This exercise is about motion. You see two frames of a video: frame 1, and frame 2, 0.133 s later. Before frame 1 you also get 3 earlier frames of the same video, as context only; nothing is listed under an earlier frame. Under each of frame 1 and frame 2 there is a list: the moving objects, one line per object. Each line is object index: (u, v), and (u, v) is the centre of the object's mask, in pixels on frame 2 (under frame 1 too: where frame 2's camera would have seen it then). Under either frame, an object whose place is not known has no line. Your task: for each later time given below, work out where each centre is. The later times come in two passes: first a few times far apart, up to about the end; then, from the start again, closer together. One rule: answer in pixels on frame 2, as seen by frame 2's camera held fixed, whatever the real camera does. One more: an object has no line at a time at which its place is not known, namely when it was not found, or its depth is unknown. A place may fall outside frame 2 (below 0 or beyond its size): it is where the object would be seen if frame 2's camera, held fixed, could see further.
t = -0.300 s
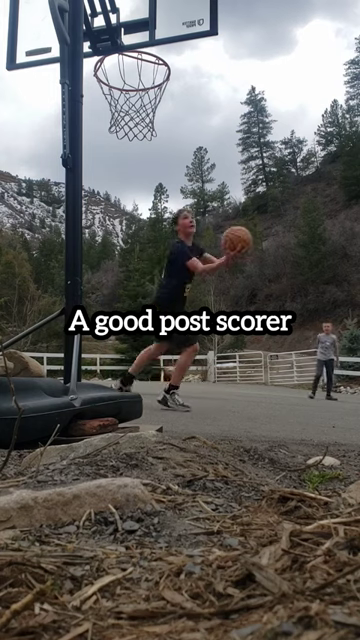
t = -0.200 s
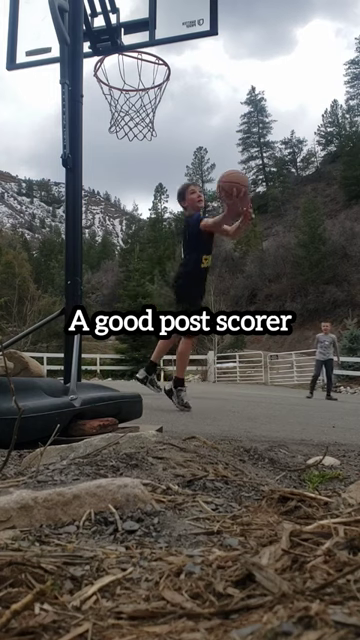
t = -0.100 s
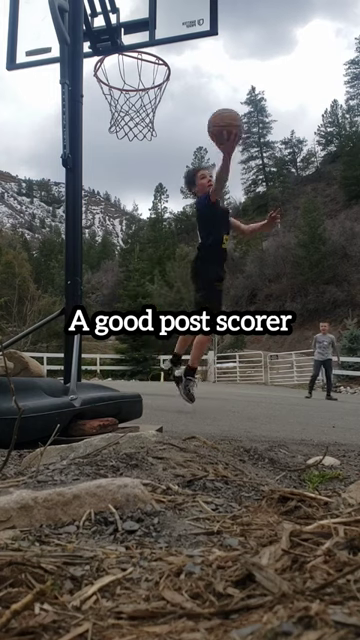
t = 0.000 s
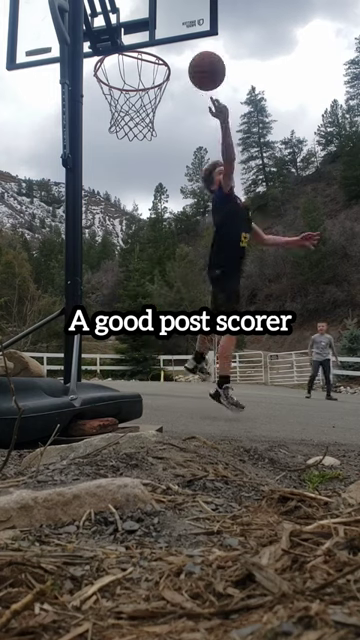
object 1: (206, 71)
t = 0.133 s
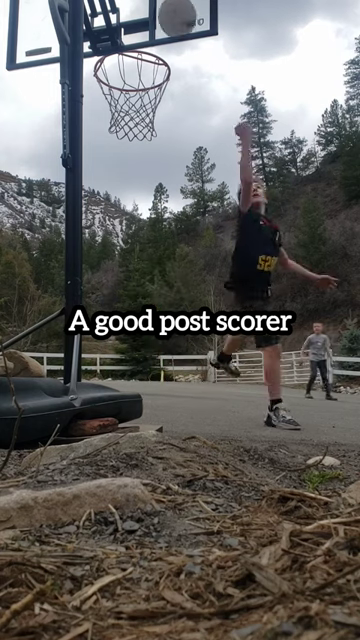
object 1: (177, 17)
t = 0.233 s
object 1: (171, 17)
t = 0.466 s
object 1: (154, 63)
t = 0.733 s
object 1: (117, 117)
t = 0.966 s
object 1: (103, 179)
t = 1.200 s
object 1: (94, 322)
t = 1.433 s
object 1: (97, 317)
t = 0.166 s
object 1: (174, 16)
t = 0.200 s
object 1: (172, 16)
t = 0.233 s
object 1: (171, 17)
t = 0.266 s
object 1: (169, 19)
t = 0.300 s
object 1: (168, 21)
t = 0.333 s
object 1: (167, 29)
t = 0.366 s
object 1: (165, 37)
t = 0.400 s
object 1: (162, 50)
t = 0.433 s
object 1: (158, 60)
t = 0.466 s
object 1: (154, 63)
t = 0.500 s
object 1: (148, 67)
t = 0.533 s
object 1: (143, 73)
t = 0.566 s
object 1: (138, 81)
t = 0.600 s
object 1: (133, 90)
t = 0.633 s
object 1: (128, 100)
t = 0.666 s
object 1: (123, 109)
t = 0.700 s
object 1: (120, 114)
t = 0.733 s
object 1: (117, 117)
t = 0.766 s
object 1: (114, 121)
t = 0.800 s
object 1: (112, 127)
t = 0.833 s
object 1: (110, 134)
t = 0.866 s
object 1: (108, 143)
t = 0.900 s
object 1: (107, 153)
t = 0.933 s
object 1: (105, 166)
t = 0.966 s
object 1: (103, 179)
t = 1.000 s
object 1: (101, 195)
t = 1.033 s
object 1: (99, 213)
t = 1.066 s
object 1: (98, 232)
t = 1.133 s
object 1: (97, 273)
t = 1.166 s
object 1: (95, 297)
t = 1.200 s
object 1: (94, 322)
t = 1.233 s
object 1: (92, 351)
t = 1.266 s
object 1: (91, 373)
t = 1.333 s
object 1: (93, 371)
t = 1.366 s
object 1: (94, 352)
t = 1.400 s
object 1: (95, 335)
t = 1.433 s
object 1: (97, 317)
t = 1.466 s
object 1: (98, 301)
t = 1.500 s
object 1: (100, 285)
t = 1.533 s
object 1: (102, 272)
